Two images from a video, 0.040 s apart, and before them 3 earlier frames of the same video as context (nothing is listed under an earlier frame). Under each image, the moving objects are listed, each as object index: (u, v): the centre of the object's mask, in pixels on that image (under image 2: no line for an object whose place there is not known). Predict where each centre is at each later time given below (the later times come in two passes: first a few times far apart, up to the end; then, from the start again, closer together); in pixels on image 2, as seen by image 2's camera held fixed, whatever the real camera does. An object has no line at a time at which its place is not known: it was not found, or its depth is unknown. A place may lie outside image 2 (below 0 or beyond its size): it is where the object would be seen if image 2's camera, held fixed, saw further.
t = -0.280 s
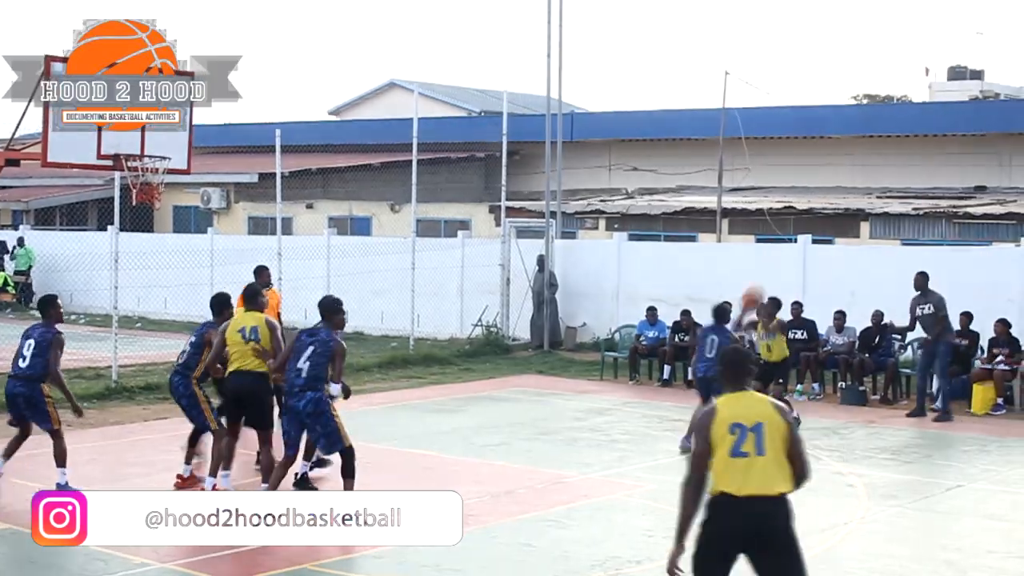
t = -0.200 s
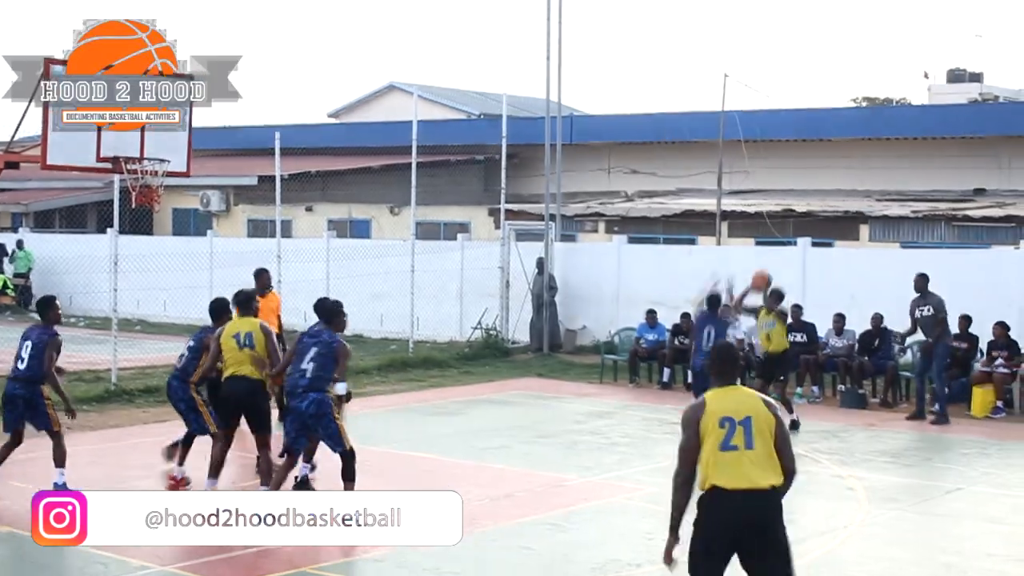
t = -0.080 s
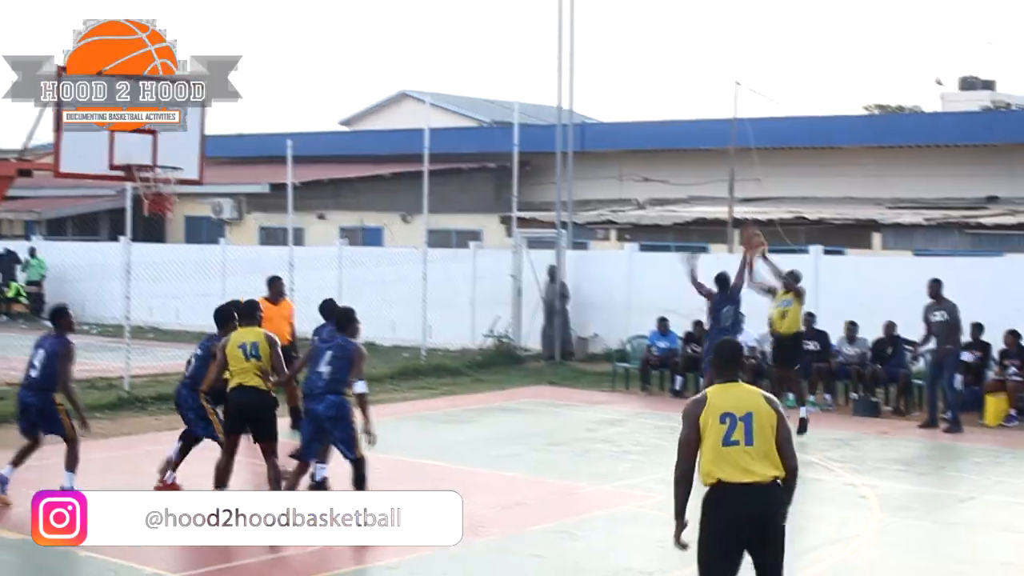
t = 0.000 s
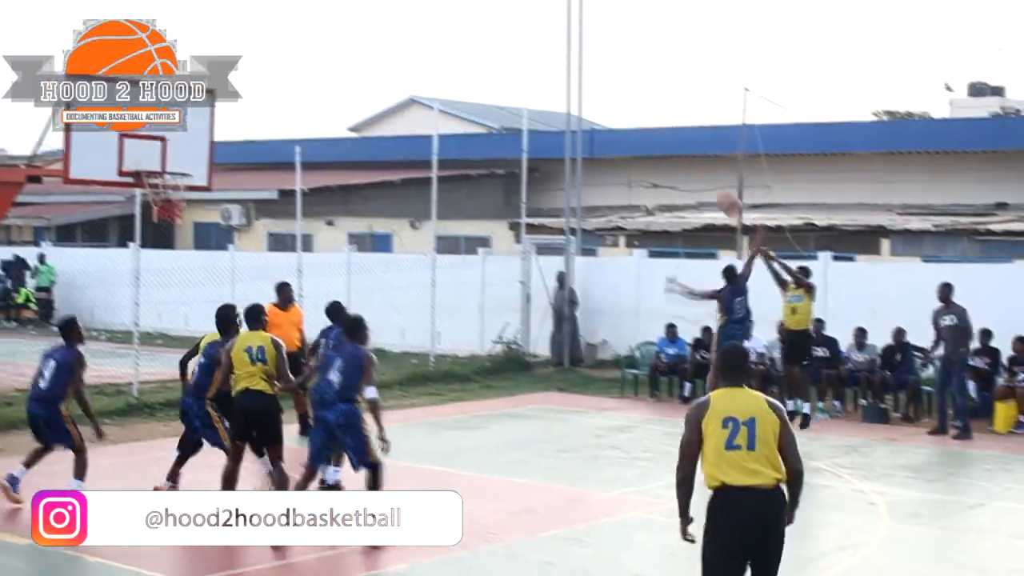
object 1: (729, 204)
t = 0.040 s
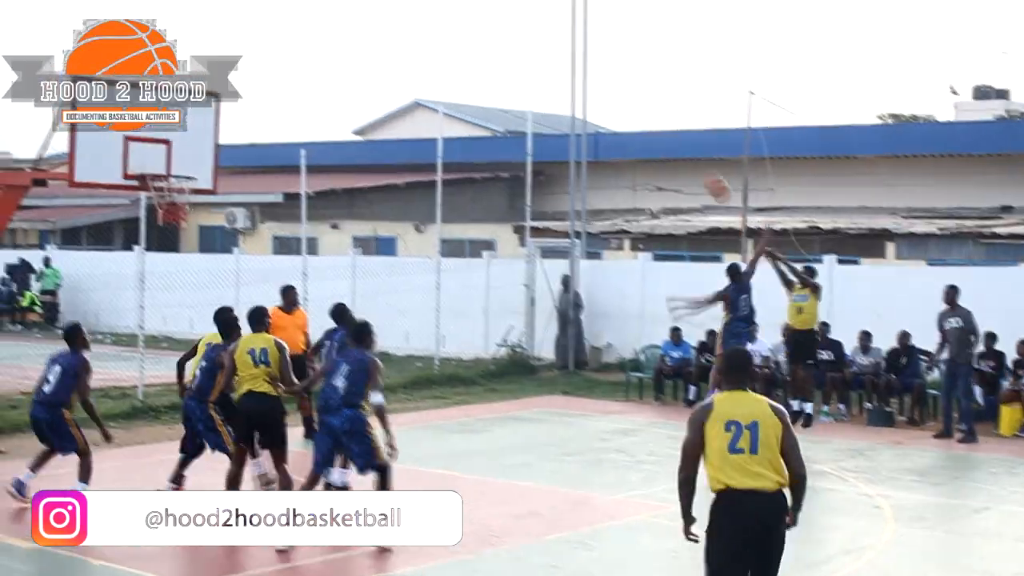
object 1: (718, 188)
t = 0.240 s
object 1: (630, 107)
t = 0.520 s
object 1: (499, 55)
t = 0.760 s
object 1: (378, 70)
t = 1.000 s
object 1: (251, 141)
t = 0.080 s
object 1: (699, 168)
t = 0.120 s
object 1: (683, 149)
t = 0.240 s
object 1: (630, 107)
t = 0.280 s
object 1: (611, 94)
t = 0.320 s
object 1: (594, 84)
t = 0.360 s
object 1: (572, 75)
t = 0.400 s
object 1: (556, 68)
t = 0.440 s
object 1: (538, 62)
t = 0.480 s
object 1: (516, 58)
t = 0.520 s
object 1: (499, 55)
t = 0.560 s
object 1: (478, 53)
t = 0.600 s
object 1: (458, 53)
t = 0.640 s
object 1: (439, 56)
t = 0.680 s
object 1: (418, 59)
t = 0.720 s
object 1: (399, 63)
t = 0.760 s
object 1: (378, 70)
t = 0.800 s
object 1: (358, 79)
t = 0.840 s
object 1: (335, 89)
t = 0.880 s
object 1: (315, 100)
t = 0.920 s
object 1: (293, 112)
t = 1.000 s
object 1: (251, 141)
